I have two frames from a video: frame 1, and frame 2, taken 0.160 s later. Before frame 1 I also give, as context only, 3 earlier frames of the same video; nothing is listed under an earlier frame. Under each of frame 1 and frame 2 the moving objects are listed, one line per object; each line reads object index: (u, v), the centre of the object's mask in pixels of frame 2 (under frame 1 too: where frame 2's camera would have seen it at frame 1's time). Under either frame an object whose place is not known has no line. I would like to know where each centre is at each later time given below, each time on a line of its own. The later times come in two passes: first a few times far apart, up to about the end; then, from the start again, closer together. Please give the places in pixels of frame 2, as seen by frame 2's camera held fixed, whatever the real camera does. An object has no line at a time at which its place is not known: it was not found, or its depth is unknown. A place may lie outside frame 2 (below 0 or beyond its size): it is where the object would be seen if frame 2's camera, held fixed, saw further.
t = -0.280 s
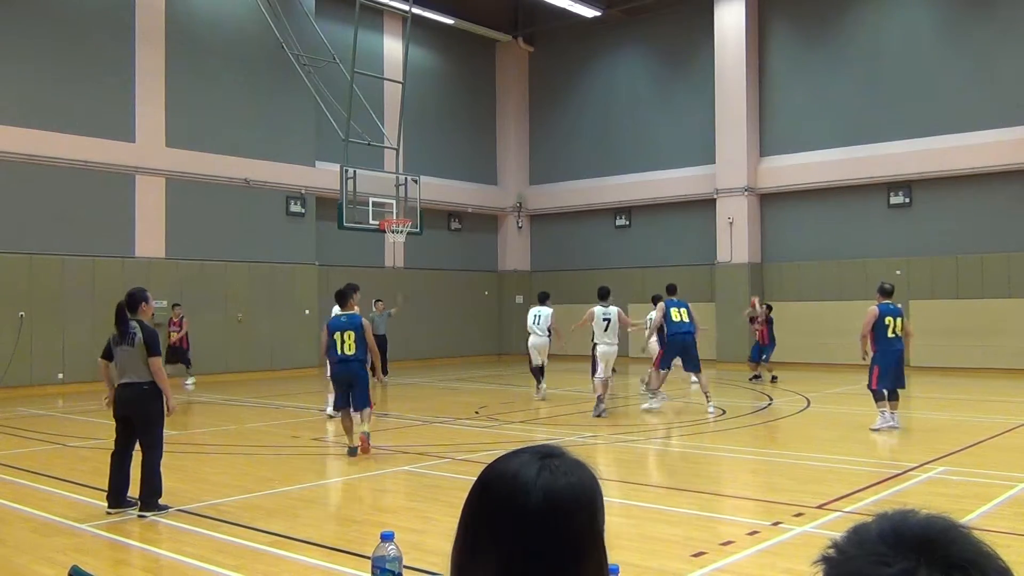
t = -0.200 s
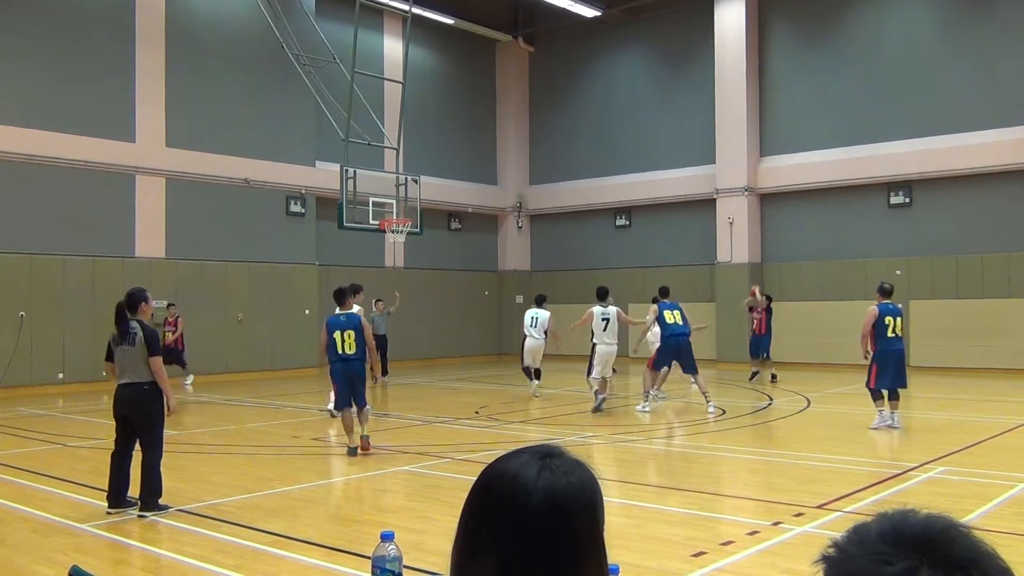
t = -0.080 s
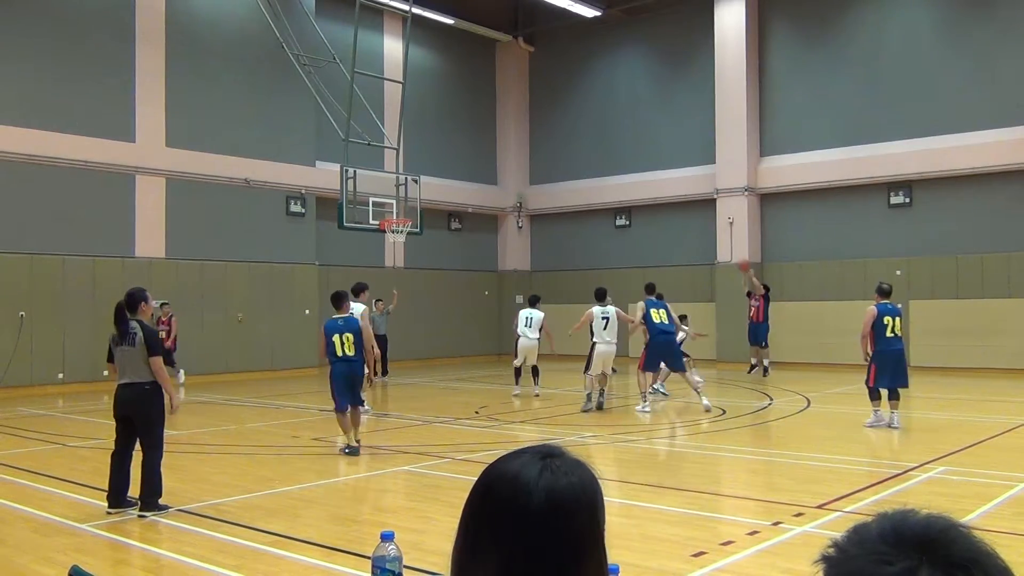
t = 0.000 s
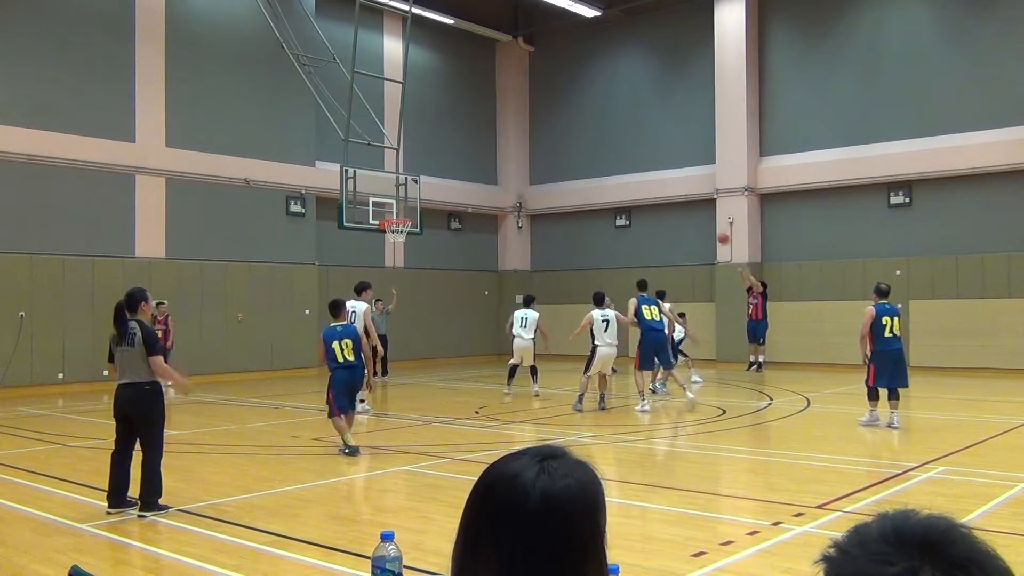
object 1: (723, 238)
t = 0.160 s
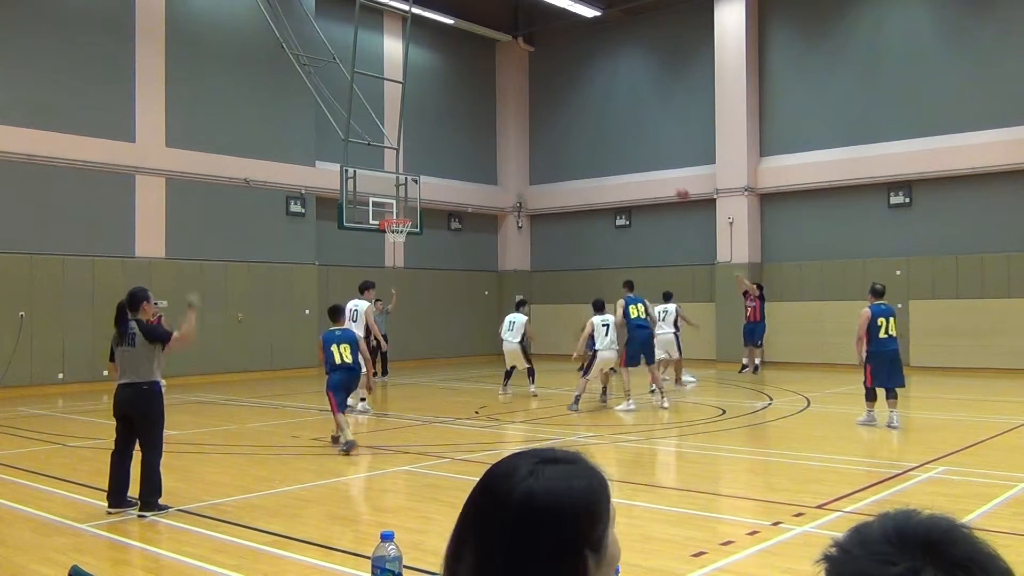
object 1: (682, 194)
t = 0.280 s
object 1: (652, 168)
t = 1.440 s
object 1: (414, 230)
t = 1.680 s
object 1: (421, 251)
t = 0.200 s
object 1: (672, 185)
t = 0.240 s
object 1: (661, 176)
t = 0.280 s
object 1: (652, 168)
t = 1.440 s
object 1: (414, 230)
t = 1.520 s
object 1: (415, 233)
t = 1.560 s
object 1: (417, 235)
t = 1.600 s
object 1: (418, 241)
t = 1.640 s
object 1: (420, 246)
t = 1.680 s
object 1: (421, 251)
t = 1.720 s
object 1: (422, 260)
